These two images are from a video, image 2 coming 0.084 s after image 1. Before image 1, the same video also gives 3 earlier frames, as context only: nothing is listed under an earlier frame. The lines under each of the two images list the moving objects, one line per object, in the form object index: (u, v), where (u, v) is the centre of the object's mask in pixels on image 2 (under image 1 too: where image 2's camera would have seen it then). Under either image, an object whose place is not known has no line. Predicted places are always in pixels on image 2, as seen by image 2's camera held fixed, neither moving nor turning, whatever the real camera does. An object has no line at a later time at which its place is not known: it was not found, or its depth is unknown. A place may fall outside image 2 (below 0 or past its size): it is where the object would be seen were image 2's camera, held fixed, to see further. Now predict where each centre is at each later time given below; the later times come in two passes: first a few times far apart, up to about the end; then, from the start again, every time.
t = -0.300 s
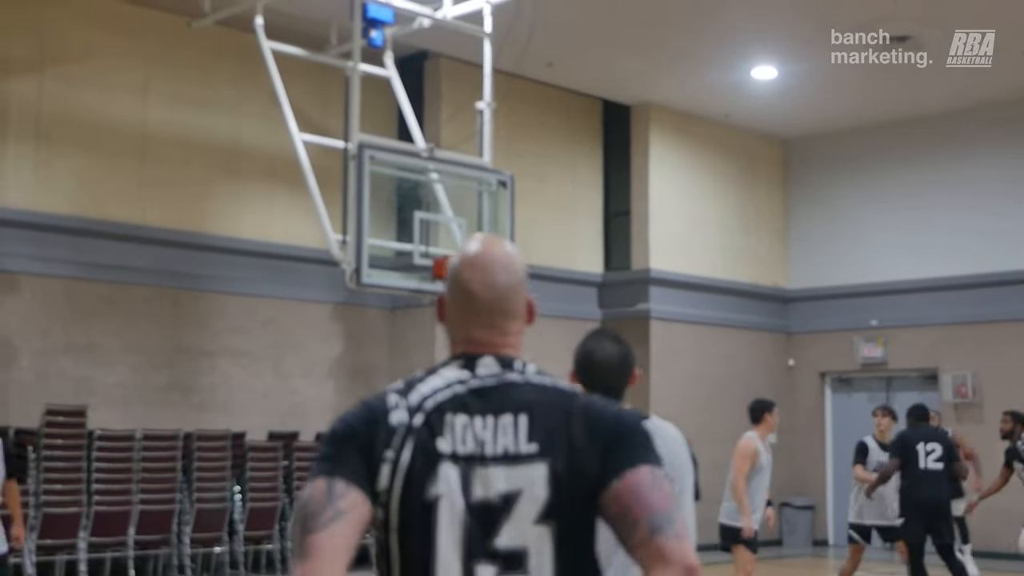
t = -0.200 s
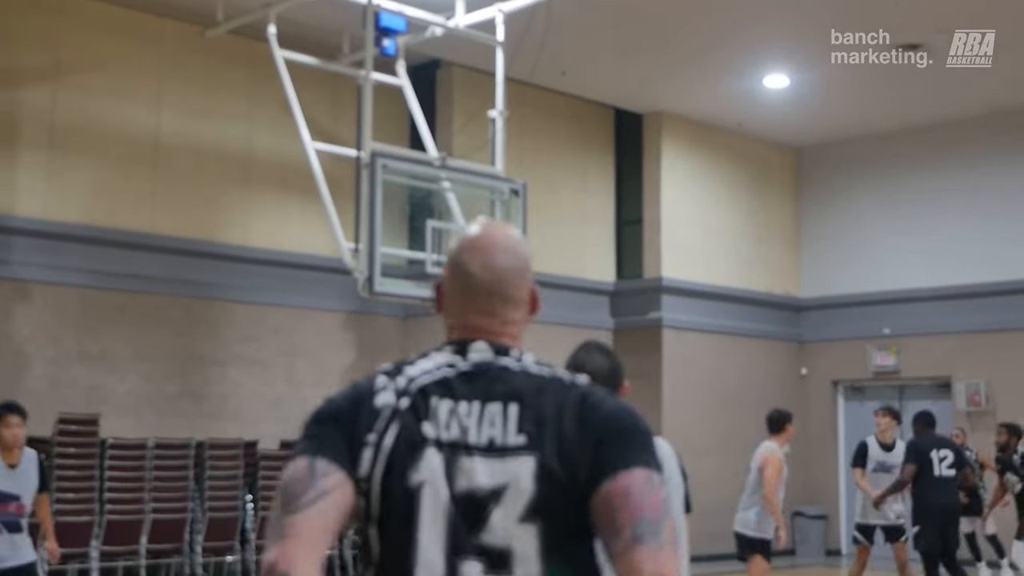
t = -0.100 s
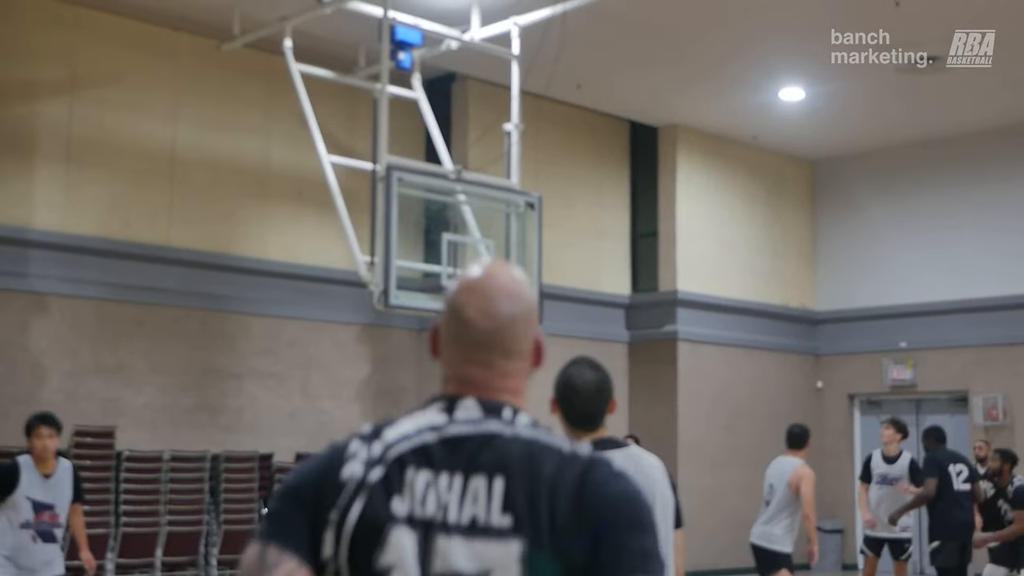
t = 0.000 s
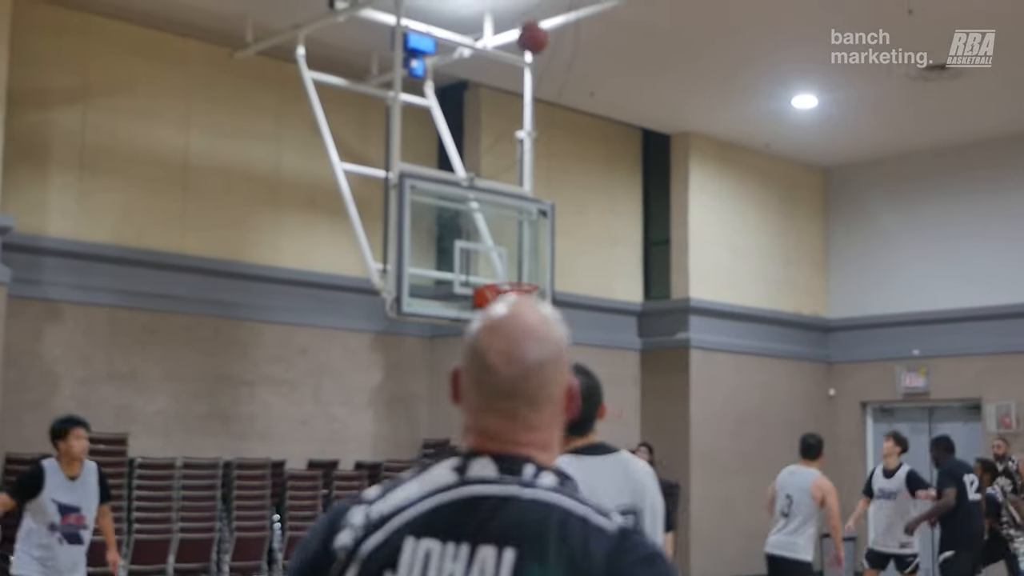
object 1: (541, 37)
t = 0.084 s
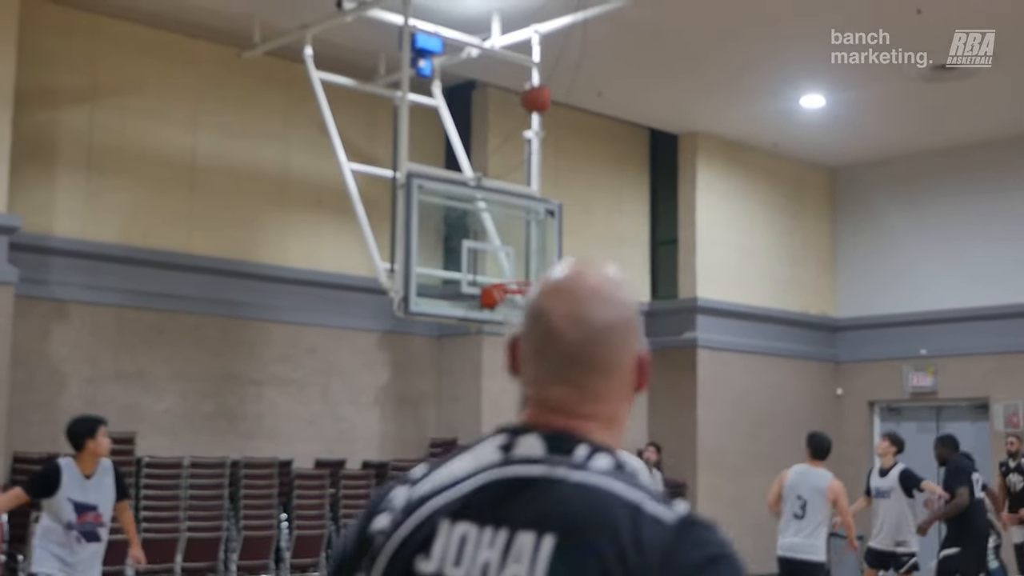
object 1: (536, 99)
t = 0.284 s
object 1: (527, 258)
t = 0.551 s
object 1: (533, 251)
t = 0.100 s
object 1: (535, 112)
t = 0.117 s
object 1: (534, 125)
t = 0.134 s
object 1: (534, 138)
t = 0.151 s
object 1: (533, 150)
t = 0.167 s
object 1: (533, 163)
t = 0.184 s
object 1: (532, 176)
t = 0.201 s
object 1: (531, 190)
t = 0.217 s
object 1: (530, 204)
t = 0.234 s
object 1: (530, 217)
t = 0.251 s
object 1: (529, 231)
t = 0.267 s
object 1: (528, 245)
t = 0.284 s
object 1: (527, 258)
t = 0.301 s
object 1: (527, 271)
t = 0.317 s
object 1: (528, 271)
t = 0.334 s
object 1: (528, 267)
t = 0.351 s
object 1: (528, 264)
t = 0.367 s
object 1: (529, 261)
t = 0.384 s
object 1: (529, 259)
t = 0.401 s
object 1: (529, 257)
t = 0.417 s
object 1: (530, 255)
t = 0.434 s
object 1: (530, 253)
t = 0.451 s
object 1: (531, 252)
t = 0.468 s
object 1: (531, 251)
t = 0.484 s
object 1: (532, 250)
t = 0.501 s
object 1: (532, 250)
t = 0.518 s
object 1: (532, 250)
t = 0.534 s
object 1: (532, 250)
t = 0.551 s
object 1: (533, 251)
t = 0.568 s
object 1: (533, 252)
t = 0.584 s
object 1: (534, 252)
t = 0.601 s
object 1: (534, 254)
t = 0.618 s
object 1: (534, 256)
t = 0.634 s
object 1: (535, 258)
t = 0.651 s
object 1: (536, 259)
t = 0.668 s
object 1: (539, 260)
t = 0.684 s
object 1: (541, 260)
